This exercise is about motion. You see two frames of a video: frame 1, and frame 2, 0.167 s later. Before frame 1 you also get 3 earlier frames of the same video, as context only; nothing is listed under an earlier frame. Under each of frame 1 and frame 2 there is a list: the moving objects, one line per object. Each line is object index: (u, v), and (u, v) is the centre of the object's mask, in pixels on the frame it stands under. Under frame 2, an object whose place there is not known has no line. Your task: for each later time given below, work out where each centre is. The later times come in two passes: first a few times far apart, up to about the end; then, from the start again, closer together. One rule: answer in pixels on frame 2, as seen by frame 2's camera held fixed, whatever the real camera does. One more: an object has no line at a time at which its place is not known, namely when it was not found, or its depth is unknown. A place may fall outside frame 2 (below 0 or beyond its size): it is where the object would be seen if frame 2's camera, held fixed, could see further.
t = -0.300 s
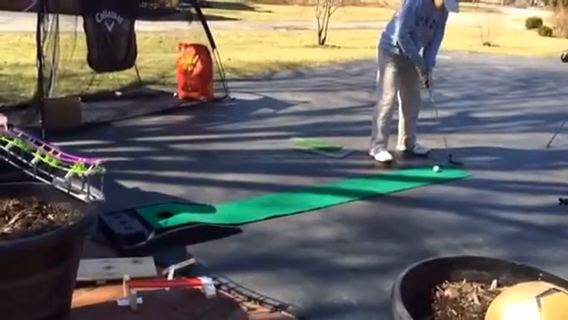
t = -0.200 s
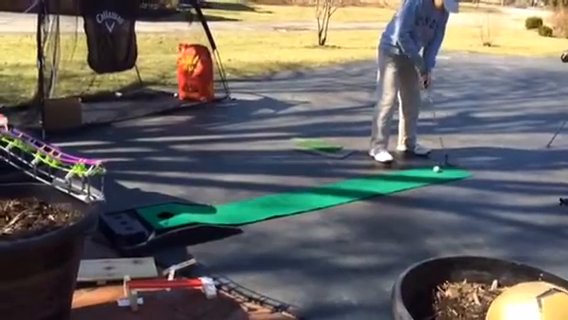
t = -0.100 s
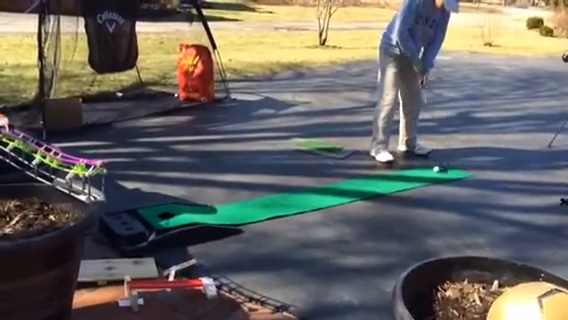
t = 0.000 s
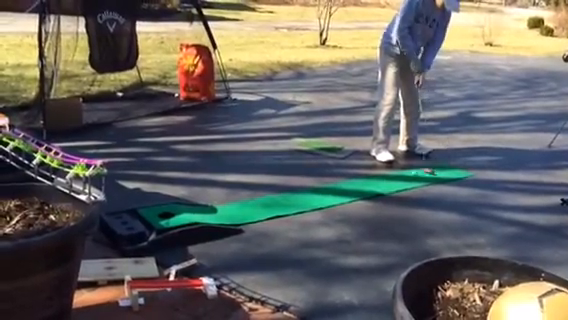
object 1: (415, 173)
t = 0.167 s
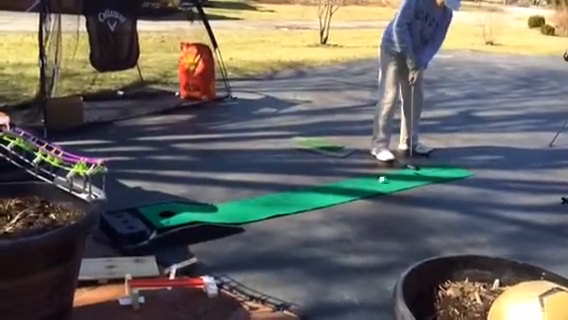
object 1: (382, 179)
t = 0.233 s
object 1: (370, 182)
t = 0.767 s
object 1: (259, 204)
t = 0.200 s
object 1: (376, 180)
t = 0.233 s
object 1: (370, 182)
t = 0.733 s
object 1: (266, 203)
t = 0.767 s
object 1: (259, 204)
